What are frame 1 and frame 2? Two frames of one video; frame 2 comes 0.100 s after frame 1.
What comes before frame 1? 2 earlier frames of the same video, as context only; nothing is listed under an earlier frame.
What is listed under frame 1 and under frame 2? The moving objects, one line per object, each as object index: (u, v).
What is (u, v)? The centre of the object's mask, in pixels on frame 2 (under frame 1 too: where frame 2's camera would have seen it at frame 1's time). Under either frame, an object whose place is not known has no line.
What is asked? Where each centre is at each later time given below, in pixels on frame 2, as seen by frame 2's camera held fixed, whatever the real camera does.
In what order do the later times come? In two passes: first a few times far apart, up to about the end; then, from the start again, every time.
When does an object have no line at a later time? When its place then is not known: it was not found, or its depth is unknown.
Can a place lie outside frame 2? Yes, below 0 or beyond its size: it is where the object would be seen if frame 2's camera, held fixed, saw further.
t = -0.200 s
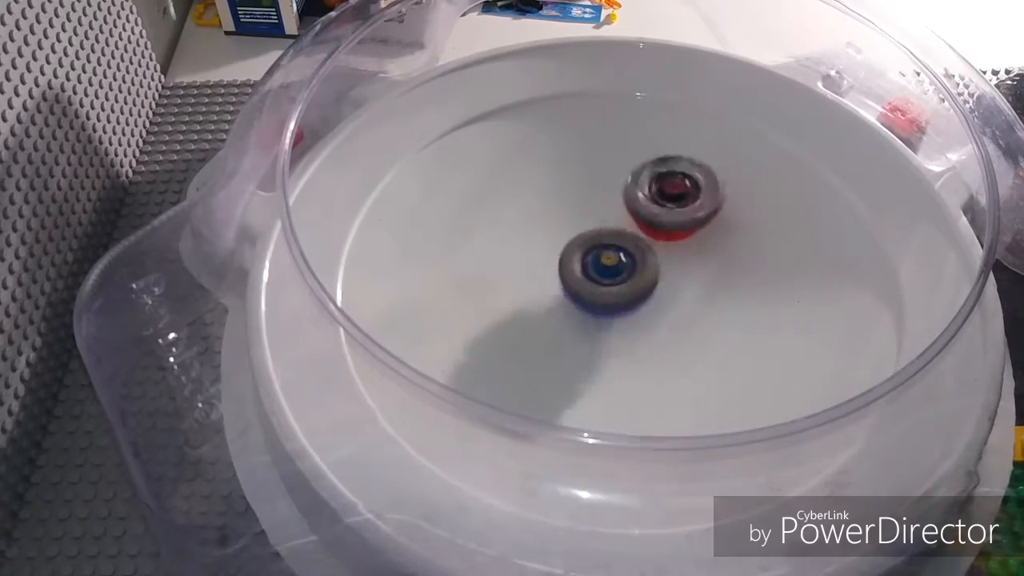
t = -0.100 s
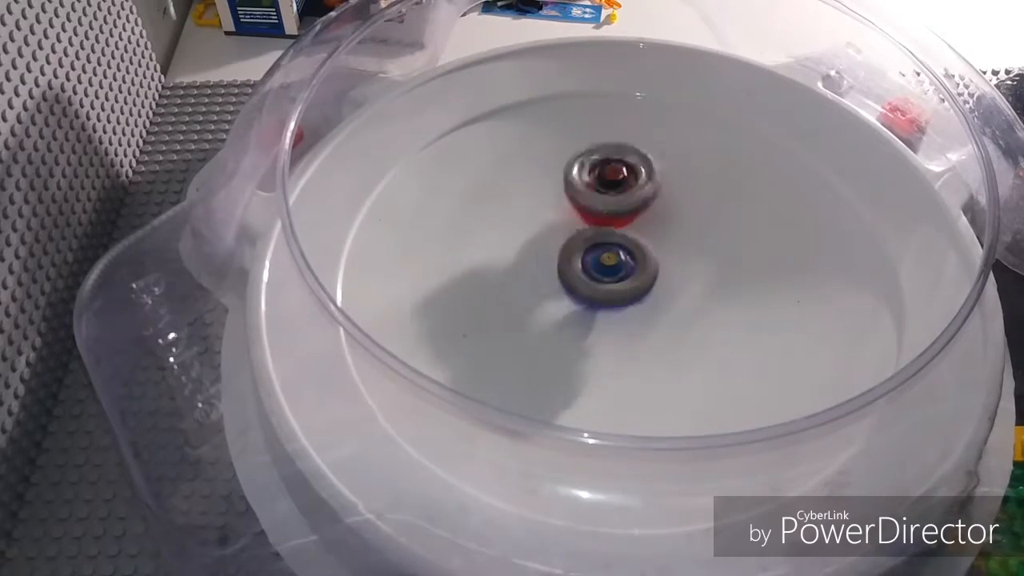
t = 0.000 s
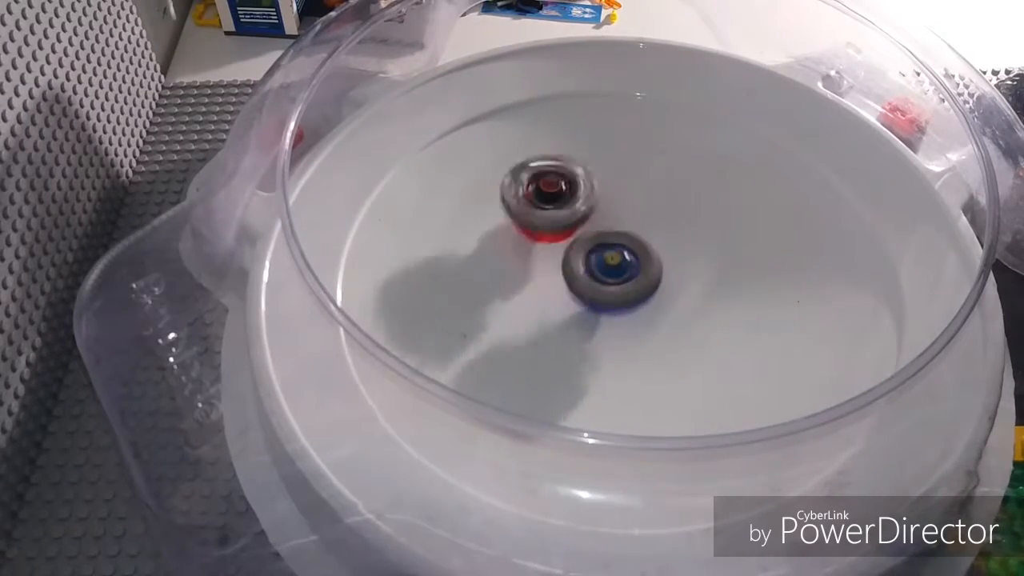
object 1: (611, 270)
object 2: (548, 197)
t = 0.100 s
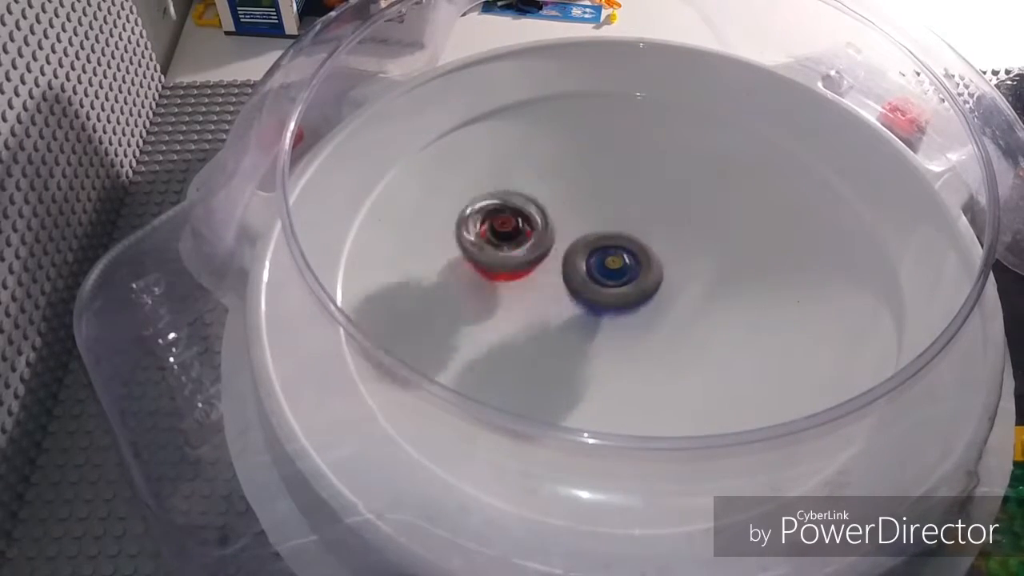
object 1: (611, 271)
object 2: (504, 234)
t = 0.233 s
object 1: (609, 272)
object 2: (503, 306)
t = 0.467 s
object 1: (613, 271)
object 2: (649, 361)
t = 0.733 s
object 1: (609, 274)
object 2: (716, 245)
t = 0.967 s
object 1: (611, 273)
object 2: (604, 185)
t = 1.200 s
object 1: (604, 274)
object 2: (498, 251)
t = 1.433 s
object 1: (613, 272)
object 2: (579, 356)
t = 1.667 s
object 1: (604, 271)
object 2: (717, 308)
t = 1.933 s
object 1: (614, 272)
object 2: (663, 194)
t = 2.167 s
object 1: (605, 271)
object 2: (528, 213)
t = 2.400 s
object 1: (617, 272)
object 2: (524, 326)
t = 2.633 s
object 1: (608, 274)
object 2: (675, 351)
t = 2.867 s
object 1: (614, 274)
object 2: (716, 246)
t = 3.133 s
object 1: (602, 275)
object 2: (589, 189)
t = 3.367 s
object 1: (610, 271)
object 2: (499, 257)
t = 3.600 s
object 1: (607, 273)
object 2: (574, 351)
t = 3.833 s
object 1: (613, 268)
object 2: (705, 317)
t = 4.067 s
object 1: (525, 220)
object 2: (823, 247)
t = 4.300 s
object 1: (556, 247)
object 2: (740, 180)
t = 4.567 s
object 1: (519, 355)
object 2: (600, 177)
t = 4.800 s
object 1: (531, 380)
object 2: (510, 240)
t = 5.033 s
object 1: (650, 406)
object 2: (517, 211)
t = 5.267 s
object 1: (683, 352)
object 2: (506, 170)
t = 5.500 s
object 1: (648, 262)
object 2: (563, 205)
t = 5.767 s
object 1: (650, 294)
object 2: (600, 201)
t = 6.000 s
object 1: (583, 339)
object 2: (657, 191)
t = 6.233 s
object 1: (567, 339)
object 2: (671, 198)
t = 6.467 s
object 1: (583, 300)
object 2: (687, 247)
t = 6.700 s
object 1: (598, 286)
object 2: (700, 266)
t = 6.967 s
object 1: (584, 257)
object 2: (687, 290)
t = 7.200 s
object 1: (569, 259)
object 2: (656, 321)
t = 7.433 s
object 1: (548, 222)
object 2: (681, 377)
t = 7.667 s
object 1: (596, 254)
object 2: (644, 343)
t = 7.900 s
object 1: (632, 234)
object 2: (563, 331)
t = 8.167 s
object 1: (639, 259)
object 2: (519, 299)
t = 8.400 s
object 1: (735, 285)
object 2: (448, 245)
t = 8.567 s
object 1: (744, 283)
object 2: (436, 221)
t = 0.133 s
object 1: (610, 272)
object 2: (497, 251)
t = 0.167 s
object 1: (609, 271)
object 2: (494, 269)
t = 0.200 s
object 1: (610, 272)
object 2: (497, 287)
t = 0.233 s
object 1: (609, 272)
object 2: (503, 306)
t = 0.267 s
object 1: (608, 272)
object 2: (514, 323)
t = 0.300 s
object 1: (608, 272)
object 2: (532, 338)
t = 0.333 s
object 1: (608, 271)
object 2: (551, 350)
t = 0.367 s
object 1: (609, 270)
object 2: (574, 360)
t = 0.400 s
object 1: (611, 269)
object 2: (598, 364)
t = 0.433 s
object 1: (612, 269)
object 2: (623, 364)
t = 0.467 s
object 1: (613, 271)
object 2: (649, 361)
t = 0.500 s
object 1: (613, 273)
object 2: (669, 354)
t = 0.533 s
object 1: (612, 274)
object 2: (688, 343)
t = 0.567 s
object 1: (612, 276)
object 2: (703, 329)
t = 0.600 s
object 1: (610, 276)
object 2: (713, 314)
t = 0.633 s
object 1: (609, 275)
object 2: (720, 296)
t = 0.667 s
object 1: (608, 274)
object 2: (723, 279)
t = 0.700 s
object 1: (609, 273)
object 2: (722, 262)
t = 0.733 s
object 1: (609, 274)
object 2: (716, 245)
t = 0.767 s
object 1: (609, 274)
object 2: (708, 231)
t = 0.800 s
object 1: (609, 274)
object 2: (696, 217)
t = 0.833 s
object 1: (610, 274)
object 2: (681, 205)
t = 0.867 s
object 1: (609, 274)
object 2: (664, 196)
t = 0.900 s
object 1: (609, 273)
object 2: (646, 190)
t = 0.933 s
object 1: (611, 273)
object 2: (626, 185)
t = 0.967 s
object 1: (611, 273)
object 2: (604, 185)
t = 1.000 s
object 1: (610, 275)
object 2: (585, 186)
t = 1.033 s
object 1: (610, 276)
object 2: (564, 190)
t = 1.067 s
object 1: (608, 277)
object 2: (545, 197)
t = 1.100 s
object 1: (606, 277)
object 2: (528, 208)
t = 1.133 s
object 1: (605, 276)
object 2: (513, 220)
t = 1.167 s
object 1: (604, 275)
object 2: (504, 234)
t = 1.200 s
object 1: (604, 274)
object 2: (498, 251)
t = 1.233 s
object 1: (604, 272)
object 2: (496, 269)
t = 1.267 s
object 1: (604, 271)
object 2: (499, 287)
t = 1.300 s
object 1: (606, 270)
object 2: (506, 305)
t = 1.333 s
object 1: (608, 270)
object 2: (519, 321)
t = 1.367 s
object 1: (610, 270)
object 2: (536, 336)
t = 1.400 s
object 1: (612, 272)
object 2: (556, 348)
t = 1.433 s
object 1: (613, 272)
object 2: (579, 356)
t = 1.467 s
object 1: (612, 273)
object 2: (603, 360)
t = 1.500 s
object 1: (610, 274)
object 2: (628, 360)
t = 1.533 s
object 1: (608, 274)
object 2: (654, 356)
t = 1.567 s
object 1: (607, 274)
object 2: (675, 349)
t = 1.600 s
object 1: (605, 274)
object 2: (693, 337)
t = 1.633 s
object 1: (604, 273)
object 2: (707, 324)
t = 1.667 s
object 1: (604, 271)
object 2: (717, 308)
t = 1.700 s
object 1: (605, 269)
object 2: (723, 291)
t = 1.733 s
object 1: (606, 268)
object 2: (725, 273)
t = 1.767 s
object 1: (609, 267)
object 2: (724, 256)
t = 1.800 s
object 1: (611, 267)
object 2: (719, 240)
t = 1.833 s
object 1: (614, 268)
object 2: (710, 226)
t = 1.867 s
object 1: (615, 270)
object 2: (697, 213)
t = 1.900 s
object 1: (615, 271)
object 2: (681, 203)
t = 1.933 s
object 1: (614, 272)
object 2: (663, 194)
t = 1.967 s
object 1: (612, 274)
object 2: (643, 189)
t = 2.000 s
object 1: (611, 275)
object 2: (624, 185)
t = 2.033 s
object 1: (609, 275)
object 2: (604, 185)
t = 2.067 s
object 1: (607, 275)
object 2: (583, 188)
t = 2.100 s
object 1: (606, 274)
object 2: (563, 193)
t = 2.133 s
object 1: (605, 272)
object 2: (544, 201)
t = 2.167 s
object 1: (605, 271)
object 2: (528, 213)
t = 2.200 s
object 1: (606, 270)
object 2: (515, 226)
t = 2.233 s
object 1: (608, 270)
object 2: (506, 240)
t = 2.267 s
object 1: (610, 269)
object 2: (502, 257)
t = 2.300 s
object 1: (613, 270)
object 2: (500, 274)
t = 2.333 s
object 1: (615, 270)
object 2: (504, 292)
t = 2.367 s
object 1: (616, 271)
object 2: (512, 310)
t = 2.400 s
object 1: (617, 272)
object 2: (524, 326)
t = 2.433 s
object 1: (616, 274)
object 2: (542, 339)
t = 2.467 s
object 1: (616, 275)
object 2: (561, 350)
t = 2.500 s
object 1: (615, 275)
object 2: (584, 357)
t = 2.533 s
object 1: (613, 275)
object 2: (608, 361)
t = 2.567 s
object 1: (611, 275)
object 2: (633, 362)
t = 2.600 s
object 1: (609, 274)
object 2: (655, 358)
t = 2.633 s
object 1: (608, 274)
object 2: (675, 351)
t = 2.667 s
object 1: (608, 273)
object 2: (692, 340)
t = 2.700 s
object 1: (608, 272)
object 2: (705, 326)
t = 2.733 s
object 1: (609, 272)
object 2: (715, 311)
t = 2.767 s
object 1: (610, 271)
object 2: (721, 295)
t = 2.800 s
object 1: (611, 272)
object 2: (723, 278)
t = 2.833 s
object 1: (613, 272)
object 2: (721, 261)
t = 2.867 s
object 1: (614, 274)
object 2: (716, 246)
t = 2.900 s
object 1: (615, 275)
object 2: (708, 232)
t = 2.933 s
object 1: (614, 277)
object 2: (696, 219)
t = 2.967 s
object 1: (612, 278)
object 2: (682, 208)
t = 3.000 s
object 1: (609, 278)
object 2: (665, 200)
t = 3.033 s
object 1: (606, 278)
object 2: (647, 194)
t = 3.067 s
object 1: (604, 278)
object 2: (629, 189)
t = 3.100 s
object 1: (602, 277)
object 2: (609, 188)
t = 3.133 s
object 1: (602, 275)
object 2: (589, 189)
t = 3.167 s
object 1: (602, 274)
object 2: (571, 191)
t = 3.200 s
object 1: (603, 273)
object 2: (554, 197)
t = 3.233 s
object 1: (604, 271)
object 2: (538, 205)
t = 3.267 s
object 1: (605, 270)
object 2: (523, 215)
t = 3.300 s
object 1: (607, 270)
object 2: (512, 227)
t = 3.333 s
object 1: (609, 271)
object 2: (503, 242)
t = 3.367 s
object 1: (610, 271)
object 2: (499, 257)
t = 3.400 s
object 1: (612, 272)
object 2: (498, 273)
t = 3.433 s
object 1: (613, 273)
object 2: (501, 290)
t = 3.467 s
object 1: (613, 275)
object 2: (508, 306)
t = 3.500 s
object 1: (612, 276)
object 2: (520, 320)
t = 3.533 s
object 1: (611, 275)
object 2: (536, 333)
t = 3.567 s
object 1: (609, 275)
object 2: (553, 344)
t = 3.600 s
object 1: (607, 273)
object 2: (574, 351)
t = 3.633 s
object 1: (605, 272)
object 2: (596, 356)
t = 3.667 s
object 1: (604, 270)
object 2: (617, 357)
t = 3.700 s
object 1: (604, 270)
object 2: (640, 356)
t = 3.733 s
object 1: (606, 269)
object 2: (660, 349)
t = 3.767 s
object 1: (608, 268)
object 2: (678, 341)
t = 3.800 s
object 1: (610, 267)
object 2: (693, 330)
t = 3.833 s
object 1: (613, 268)
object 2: (705, 317)
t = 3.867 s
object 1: (612, 267)
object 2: (717, 305)
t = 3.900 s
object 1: (585, 251)
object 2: (755, 301)
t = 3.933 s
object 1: (561, 238)
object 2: (781, 293)
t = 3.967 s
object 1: (545, 229)
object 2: (799, 284)
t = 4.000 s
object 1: (533, 223)
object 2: (810, 272)
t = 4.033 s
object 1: (526, 220)
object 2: (818, 260)
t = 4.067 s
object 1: (525, 220)
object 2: (823, 247)
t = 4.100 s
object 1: (526, 221)
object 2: (824, 233)
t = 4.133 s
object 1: (530, 223)
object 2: (820, 220)
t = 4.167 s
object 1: (533, 227)
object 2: (812, 208)
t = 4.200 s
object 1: (538, 232)
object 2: (799, 197)
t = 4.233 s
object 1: (544, 238)
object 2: (782, 189)
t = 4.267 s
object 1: (550, 243)
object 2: (762, 183)
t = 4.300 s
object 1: (556, 247)
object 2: (740, 180)
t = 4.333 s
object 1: (561, 251)
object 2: (716, 180)
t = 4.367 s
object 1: (566, 256)
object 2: (691, 182)
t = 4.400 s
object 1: (570, 261)
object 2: (665, 187)
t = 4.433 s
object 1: (574, 265)
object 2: (641, 194)
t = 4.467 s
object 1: (568, 278)
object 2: (623, 197)
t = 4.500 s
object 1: (549, 308)
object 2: (619, 185)
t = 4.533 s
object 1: (532, 333)
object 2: (611, 179)
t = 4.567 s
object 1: (519, 355)
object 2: (600, 177)
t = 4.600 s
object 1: (512, 366)
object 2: (585, 179)
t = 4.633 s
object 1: (508, 374)
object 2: (569, 184)
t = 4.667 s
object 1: (509, 377)
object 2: (553, 192)
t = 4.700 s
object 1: (514, 382)
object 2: (539, 200)
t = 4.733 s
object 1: (518, 382)
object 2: (527, 211)
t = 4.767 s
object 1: (523, 381)
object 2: (516, 225)
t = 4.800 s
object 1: (531, 380)
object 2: (510, 240)
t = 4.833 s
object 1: (538, 374)
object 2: (507, 256)
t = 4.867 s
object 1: (547, 365)
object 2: (508, 273)
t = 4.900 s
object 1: (560, 361)
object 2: (512, 285)
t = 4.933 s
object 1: (577, 378)
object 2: (514, 258)
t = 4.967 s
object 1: (605, 398)
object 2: (515, 244)
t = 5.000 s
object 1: (631, 404)
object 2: (517, 226)
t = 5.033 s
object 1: (650, 406)
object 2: (517, 211)
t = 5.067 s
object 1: (668, 407)
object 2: (518, 200)
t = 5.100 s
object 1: (681, 402)
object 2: (516, 193)
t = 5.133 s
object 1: (686, 399)
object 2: (514, 187)
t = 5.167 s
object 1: (692, 393)
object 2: (511, 181)
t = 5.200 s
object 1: (693, 384)
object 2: (509, 176)
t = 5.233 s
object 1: (691, 367)
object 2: (507, 172)
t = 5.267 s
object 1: (683, 352)
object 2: (506, 170)
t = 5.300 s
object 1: (676, 336)
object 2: (506, 171)
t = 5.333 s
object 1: (669, 321)
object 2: (511, 174)
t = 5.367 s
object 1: (664, 305)
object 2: (516, 179)
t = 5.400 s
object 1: (656, 289)
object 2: (525, 186)
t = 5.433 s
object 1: (650, 276)
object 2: (537, 192)
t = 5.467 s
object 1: (646, 266)
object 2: (551, 200)
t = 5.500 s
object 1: (648, 262)
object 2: (563, 205)
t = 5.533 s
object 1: (662, 271)
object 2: (563, 200)
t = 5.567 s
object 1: (671, 279)
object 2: (566, 195)
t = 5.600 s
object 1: (675, 286)
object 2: (570, 192)
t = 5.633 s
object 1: (675, 292)
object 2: (575, 191)
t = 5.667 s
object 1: (671, 293)
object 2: (579, 192)
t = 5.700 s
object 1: (664, 292)
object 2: (584, 194)
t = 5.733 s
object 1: (656, 295)
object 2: (591, 197)
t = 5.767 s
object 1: (650, 294)
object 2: (600, 201)
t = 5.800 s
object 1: (642, 291)
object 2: (607, 205)
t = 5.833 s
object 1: (632, 295)
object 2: (615, 209)
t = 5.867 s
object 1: (625, 298)
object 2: (625, 212)
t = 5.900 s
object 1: (614, 312)
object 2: (635, 207)
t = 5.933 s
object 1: (601, 318)
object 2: (644, 200)
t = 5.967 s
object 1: (591, 329)
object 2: (652, 195)
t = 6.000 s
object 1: (583, 339)
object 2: (657, 191)
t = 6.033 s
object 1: (575, 346)
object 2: (662, 187)
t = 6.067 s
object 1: (567, 357)
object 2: (667, 186)
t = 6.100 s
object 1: (565, 354)
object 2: (669, 184)
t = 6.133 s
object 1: (563, 348)
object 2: (671, 186)
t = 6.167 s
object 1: (564, 345)
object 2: (671, 189)
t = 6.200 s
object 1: (567, 343)
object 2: (672, 193)
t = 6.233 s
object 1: (567, 339)
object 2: (671, 198)
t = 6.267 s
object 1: (574, 333)
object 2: (670, 206)
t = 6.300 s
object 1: (581, 321)
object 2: (669, 214)
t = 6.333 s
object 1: (583, 316)
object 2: (668, 223)
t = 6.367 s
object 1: (594, 303)
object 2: (667, 232)
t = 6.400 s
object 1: (594, 300)
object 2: (670, 241)
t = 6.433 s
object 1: (589, 297)
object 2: (679, 244)
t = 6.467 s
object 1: (583, 300)
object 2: (687, 247)
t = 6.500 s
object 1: (577, 300)
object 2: (691, 250)
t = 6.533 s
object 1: (578, 299)
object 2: (696, 252)
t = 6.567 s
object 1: (579, 296)
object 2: (700, 255)
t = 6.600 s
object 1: (584, 293)
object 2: (702, 256)
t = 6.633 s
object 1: (589, 291)
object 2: (702, 259)
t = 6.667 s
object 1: (591, 289)
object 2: (702, 264)
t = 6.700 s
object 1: (598, 286)
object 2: (700, 266)
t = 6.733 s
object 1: (595, 281)
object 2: (700, 269)
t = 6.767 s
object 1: (592, 276)
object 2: (703, 273)
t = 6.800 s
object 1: (588, 267)
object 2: (705, 275)
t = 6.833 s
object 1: (588, 265)
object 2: (706, 277)
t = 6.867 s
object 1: (587, 261)
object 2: (702, 280)
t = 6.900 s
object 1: (589, 259)
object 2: (697, 282)
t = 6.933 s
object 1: (589, 256)
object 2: (689, 284)
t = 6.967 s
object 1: (584, 257)
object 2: (687, 290)
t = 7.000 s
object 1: (578, 252)
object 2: (685, 296)
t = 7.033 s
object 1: (572, 252)
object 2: (684, 300)
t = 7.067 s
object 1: (567, 249)
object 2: (681, 304)
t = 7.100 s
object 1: (565, 253)
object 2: (674, 310)
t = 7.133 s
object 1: (564, 249)
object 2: (668, 315)
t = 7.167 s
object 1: (567, 256)
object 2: (663, 318)
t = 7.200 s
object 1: (569, 259)
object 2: (656, 321)
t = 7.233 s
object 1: (571, 266)
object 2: (653, 329)
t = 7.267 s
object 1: (557, 256)
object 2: (661, 344)
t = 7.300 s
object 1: (554, 243)
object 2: (666, 354)
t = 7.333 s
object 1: (547, 240)
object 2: (670, 361)
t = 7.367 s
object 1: (547, 228)
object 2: (675, 368)
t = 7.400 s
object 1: (546, 227)
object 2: (678, 373)
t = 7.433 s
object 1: (548, 222)
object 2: (681, 377)
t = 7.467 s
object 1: (557, 221)
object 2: (683, 378)
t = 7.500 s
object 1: (561, 223)
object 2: (682, 375)
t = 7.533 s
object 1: (567, 224)
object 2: (678, 371)
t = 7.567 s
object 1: (577, 230)
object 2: (672, 365)
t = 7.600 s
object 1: (583, 237)
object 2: (663, 358)
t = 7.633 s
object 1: (591, 245)
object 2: (654, 351)
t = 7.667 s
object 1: (596, 254)
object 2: (644, 343)
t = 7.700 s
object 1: (598, 257)
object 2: (633, 335)
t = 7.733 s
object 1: (604, 254)
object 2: (621, 333)
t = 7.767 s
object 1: (610, 250)
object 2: (610, 337)
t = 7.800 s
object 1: (617, 243)
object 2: (598, 337)
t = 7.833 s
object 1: (622, 243)
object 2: (587, 336)
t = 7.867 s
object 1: (629, 236)
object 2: (577, 333)
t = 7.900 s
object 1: (632, 234)
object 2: (563, 331)
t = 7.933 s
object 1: (634, 233)
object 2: (554, 329)
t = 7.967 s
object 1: (639, 233)
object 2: (545, 325)
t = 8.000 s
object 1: (641, 238)
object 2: (536, 322)
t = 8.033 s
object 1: (641, 240)
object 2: (531, 318)
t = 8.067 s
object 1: (641, 242)
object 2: (526, 313)
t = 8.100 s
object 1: (641, 245)
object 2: (522, 309)
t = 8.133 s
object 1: (641, 251)
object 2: (521, 304)
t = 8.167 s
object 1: (639, 259)
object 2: (519, 299)
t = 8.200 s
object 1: (634, 265)
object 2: (520, 293)
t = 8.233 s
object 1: (629, 270)
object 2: (522, 286)
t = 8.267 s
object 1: (621, 273)
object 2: (521, 279)
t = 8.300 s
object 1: (654, 280)
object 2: (493, 267)
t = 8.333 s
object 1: (687, 280)
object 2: (470, 258)
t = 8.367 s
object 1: (716, 283)
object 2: (457, 251)
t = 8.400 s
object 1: (735, 285)
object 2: (448, 245)
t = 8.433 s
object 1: (747, 283)
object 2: (441, 240)
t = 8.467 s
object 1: (752, 282)
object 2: (438, 235)
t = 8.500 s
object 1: (751, 282)
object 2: (435, 231)
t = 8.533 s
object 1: (749, 283)
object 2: (435, 226)
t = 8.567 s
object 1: (744, 283)
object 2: (436, 221)
